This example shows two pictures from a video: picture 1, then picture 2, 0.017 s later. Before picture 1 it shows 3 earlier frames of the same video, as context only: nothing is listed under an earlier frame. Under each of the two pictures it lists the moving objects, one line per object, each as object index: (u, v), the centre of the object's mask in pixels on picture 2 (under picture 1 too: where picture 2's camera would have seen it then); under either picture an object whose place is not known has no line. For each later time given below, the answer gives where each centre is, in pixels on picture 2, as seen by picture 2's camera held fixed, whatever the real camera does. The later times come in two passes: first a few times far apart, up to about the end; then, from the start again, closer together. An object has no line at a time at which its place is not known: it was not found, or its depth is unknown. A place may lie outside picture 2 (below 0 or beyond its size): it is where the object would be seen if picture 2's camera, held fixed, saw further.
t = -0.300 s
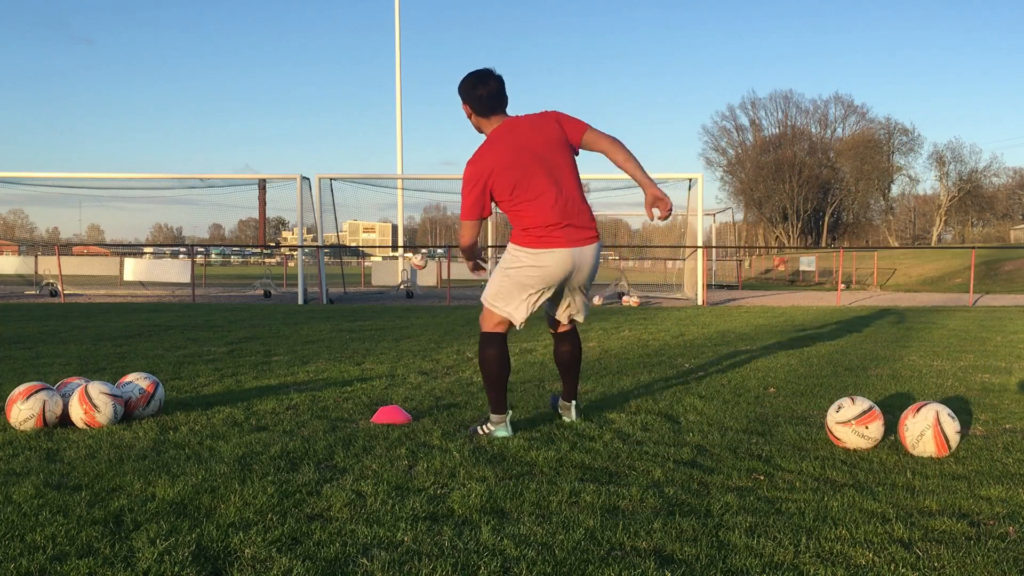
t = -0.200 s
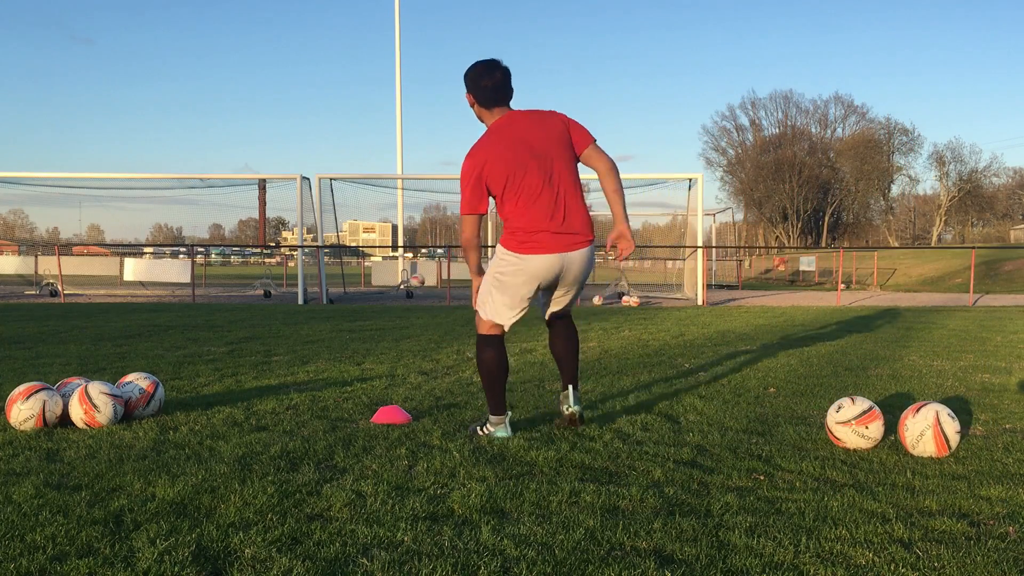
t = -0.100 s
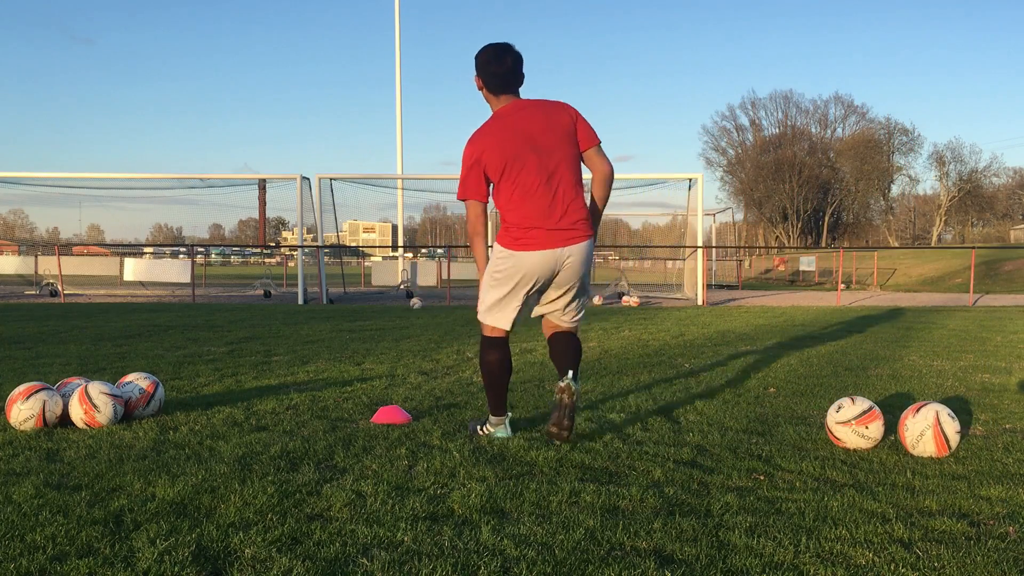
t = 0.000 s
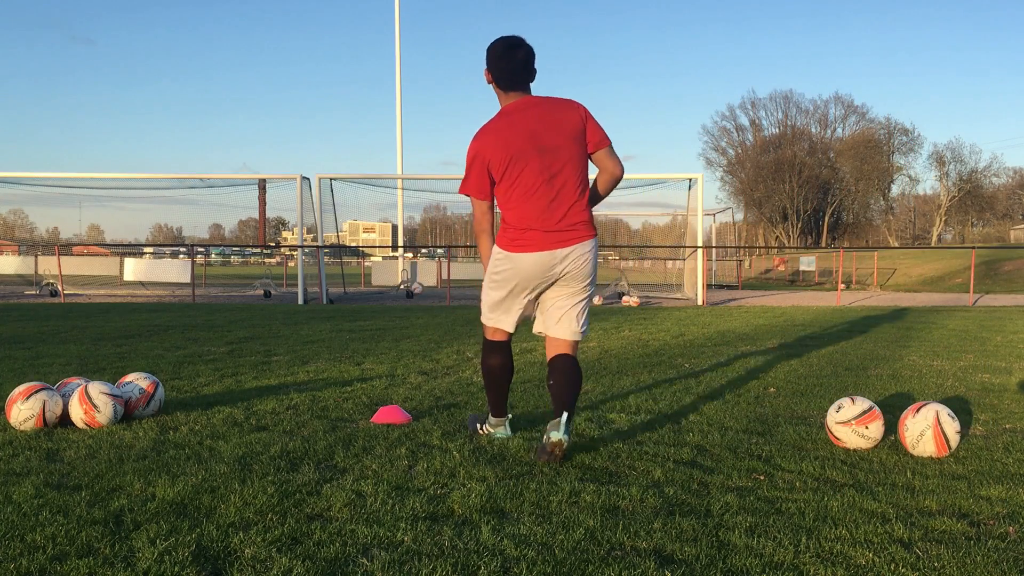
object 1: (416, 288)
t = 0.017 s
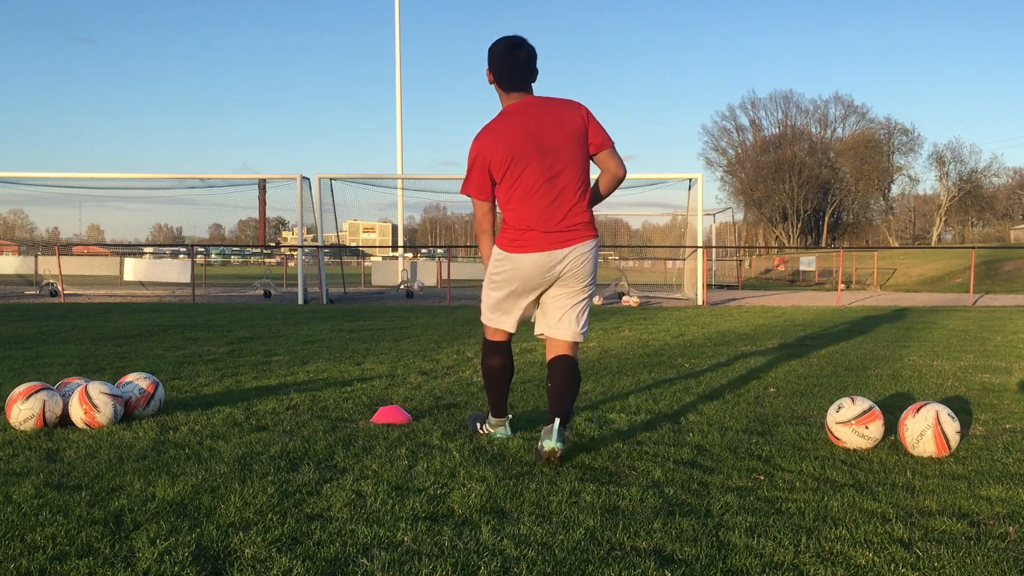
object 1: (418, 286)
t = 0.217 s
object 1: (420, 275)
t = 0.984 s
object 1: (395, 291)
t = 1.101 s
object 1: (389, 300)
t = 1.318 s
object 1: (383, 301)
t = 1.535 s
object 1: (378, 301)
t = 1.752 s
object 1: (375, 301)
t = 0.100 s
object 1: (418, 278)
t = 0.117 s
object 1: (419, 277)
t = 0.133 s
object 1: (419, 276)
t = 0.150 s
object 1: (419, 275)
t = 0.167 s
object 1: (419, 275)
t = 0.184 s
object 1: (419, 275)
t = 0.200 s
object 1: (420, 275)
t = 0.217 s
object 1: (420, 275)
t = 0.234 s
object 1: (420, 275)
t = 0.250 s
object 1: (420, 275)
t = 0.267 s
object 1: (420, 275)
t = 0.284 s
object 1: (420, 276)
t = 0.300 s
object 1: (420, 277)
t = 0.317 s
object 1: (420, 278)
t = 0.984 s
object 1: (395, 291)
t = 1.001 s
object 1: (394, 293)
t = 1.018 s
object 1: (393, 295)
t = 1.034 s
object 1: (392, 297)
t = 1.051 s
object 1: (391, 299)
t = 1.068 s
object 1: (390, 301)
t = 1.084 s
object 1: (389, 301)
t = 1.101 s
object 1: (389, 300)
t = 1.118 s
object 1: (388, 300)
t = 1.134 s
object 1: (388, 300)
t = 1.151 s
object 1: (387, 300)
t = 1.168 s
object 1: (387, 300)
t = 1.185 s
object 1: (386, 300)
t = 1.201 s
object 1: (386, 300)
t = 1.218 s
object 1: (385, 300)
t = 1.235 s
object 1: (384, 300)
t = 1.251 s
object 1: (384, 301)
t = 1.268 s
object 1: (384, 301)
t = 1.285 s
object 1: (384, 301)
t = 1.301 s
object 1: (383, 301)
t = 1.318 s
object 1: (383, 301)
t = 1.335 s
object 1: (383, 301)
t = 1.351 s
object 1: (382, 301)
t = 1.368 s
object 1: (382, 301)
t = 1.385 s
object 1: (381, 301)
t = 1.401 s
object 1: (381, 301)
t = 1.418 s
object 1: (381, 301)
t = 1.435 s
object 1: (380, 301)
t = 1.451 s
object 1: (380, 301)
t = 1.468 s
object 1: (380, 301)
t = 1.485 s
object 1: (379, 301)
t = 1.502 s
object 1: (379, 301)
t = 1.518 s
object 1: (379, 301)
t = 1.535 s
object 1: (378, 301)
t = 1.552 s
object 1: (378, 301)
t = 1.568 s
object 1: (378, 301)
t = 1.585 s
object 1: (377, 301)
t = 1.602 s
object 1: (377, 301)
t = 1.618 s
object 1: (377, 301)
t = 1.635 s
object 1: (376, 301)
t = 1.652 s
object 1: (376, 301)
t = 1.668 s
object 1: (376, 301)
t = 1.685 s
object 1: (375, 301)
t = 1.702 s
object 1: (375, 301)
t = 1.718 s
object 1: (375, 301)
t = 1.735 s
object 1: (375, 301)
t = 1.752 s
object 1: (375, 301)
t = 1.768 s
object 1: (375, 301)
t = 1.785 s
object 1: (375, 301)
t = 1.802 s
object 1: (375, 301)
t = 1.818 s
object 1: (375, 301)
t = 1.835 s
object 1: (374, 301)
